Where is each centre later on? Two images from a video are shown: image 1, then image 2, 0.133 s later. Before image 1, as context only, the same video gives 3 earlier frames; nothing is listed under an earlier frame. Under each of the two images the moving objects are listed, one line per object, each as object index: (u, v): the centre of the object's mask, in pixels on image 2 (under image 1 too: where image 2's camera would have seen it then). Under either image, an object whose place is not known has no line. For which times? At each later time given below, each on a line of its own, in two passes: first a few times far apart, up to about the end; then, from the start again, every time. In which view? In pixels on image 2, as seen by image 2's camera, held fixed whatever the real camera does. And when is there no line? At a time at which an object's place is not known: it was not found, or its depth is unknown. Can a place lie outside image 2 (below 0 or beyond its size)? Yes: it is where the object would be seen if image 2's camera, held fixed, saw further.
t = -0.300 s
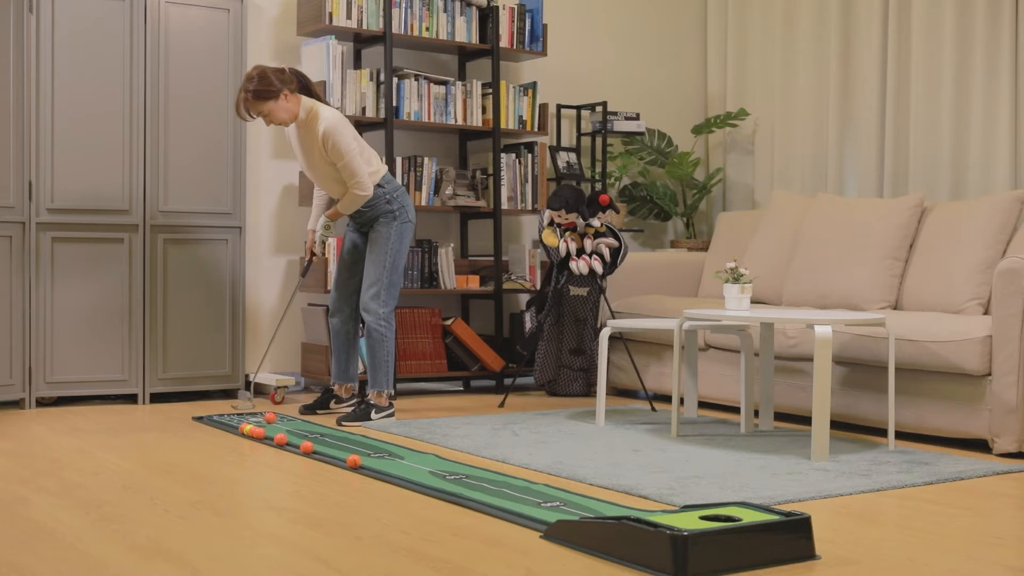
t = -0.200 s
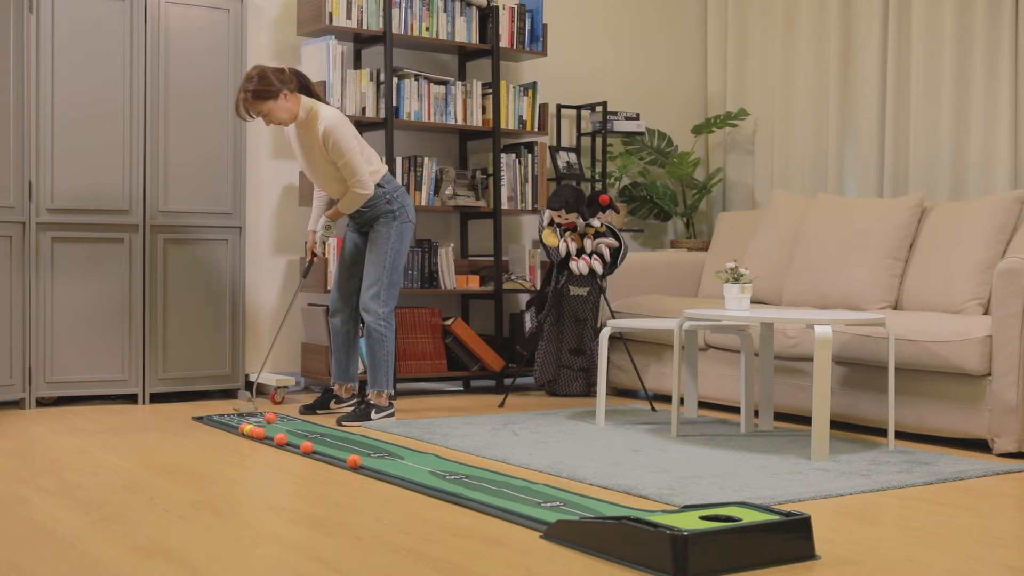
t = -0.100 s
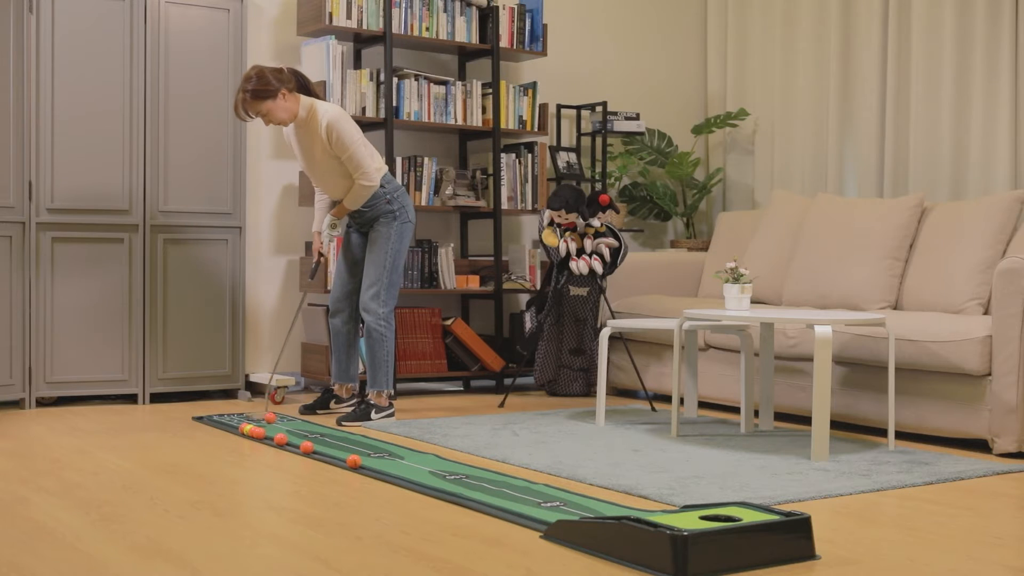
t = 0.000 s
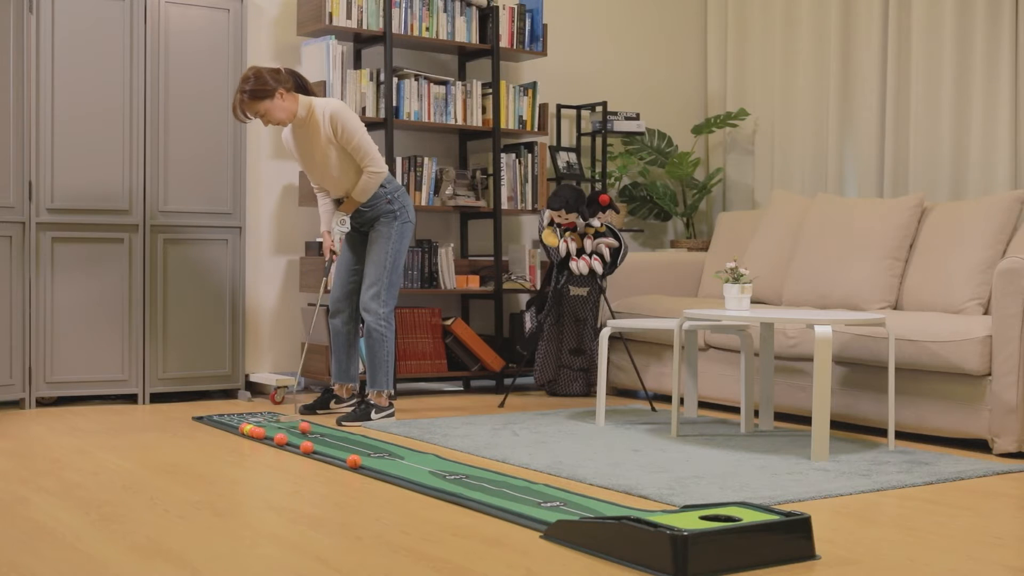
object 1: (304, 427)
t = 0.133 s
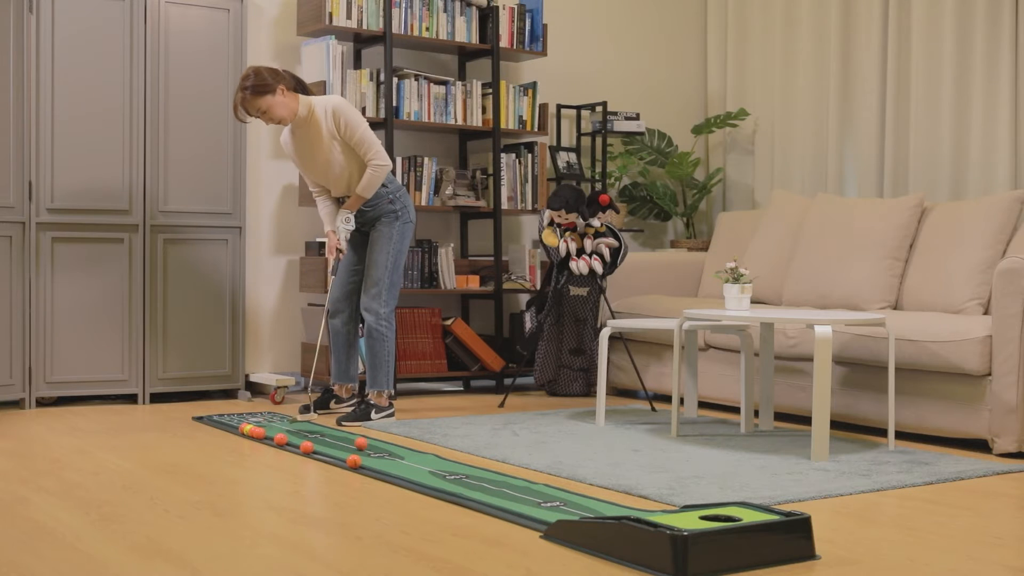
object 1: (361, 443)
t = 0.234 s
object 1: (407, 457)
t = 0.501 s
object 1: (558, 500)
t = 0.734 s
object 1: (697, 506)
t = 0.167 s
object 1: (376, 448)
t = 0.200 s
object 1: (391, 452)
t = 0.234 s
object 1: (407, 457)
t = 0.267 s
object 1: (424, 461)
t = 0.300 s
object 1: (441, 467)
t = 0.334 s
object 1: (459, 472)
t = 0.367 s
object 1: (478, 477)
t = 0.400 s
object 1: (497, 482)
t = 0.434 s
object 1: (516, 488)
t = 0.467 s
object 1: (537, 494)
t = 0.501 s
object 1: (558, 500)
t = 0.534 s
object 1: (581, 506)
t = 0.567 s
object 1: (603, 510)
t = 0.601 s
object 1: (626, 510)
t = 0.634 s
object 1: (647, 508)
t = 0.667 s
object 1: (666, 505)
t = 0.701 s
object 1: (682, 503)
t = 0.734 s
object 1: (697, 506)
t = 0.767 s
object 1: (714, 515)
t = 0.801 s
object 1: (730, 518)
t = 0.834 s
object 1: (725, 517)
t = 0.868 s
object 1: (716, 519)
